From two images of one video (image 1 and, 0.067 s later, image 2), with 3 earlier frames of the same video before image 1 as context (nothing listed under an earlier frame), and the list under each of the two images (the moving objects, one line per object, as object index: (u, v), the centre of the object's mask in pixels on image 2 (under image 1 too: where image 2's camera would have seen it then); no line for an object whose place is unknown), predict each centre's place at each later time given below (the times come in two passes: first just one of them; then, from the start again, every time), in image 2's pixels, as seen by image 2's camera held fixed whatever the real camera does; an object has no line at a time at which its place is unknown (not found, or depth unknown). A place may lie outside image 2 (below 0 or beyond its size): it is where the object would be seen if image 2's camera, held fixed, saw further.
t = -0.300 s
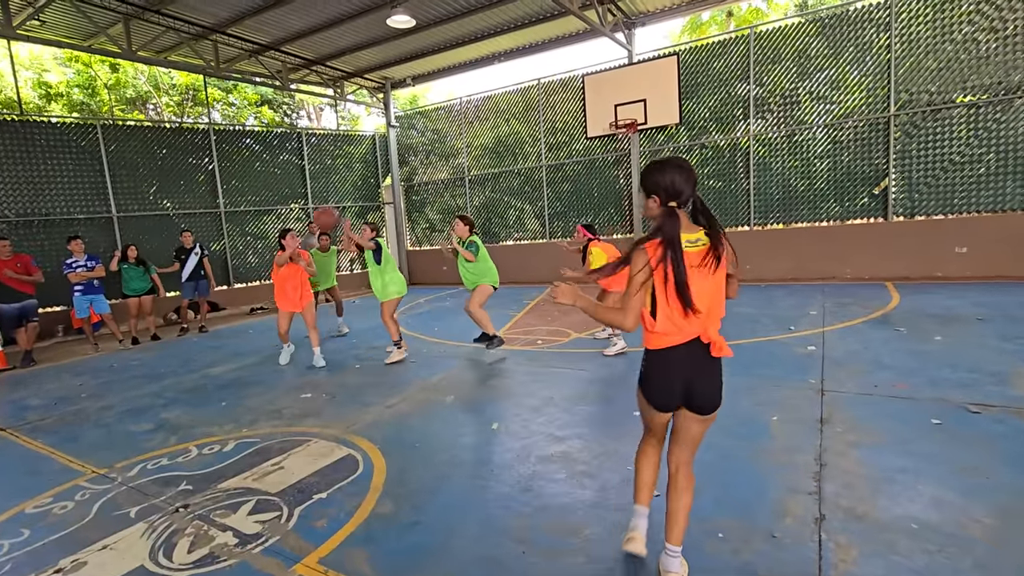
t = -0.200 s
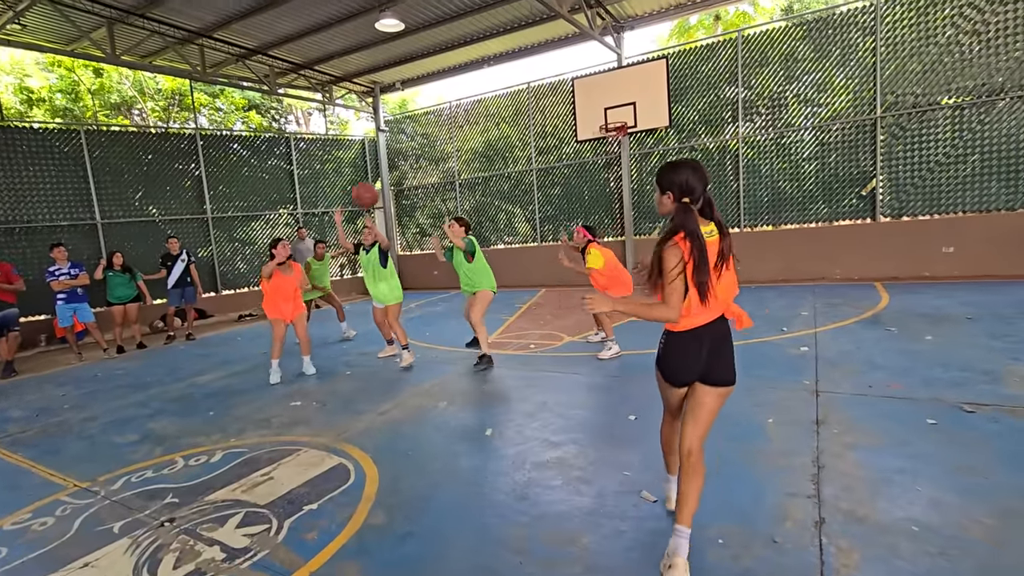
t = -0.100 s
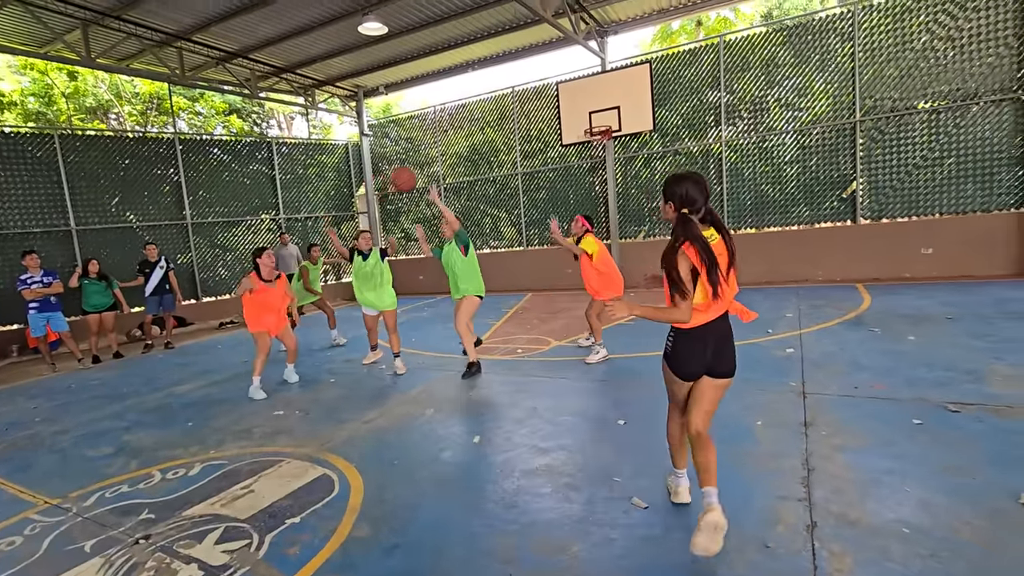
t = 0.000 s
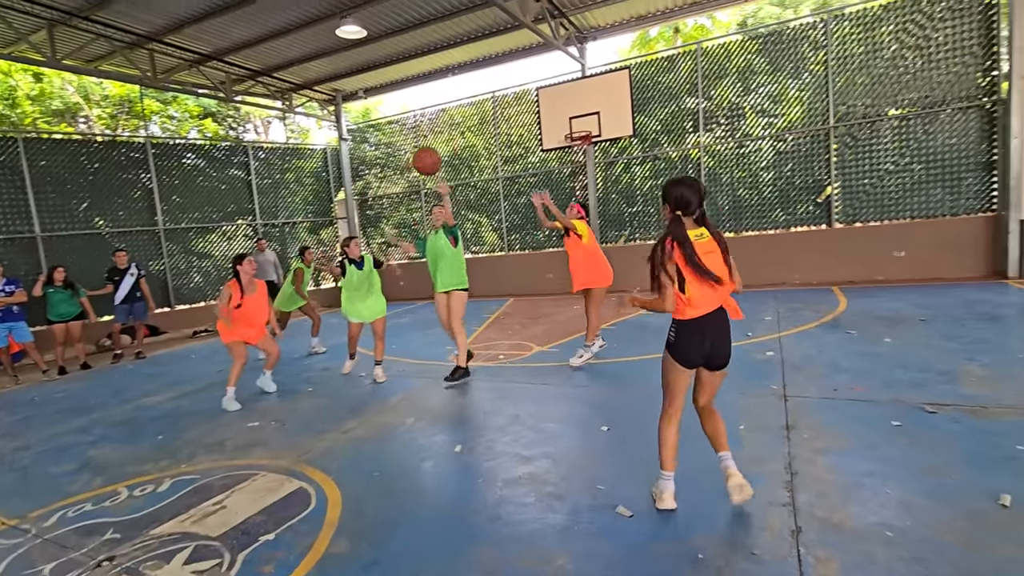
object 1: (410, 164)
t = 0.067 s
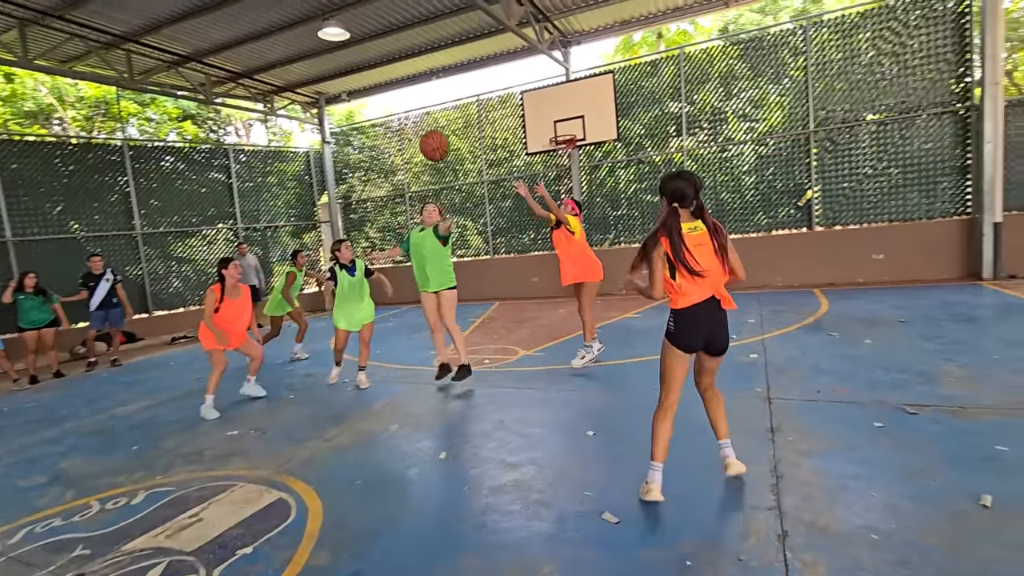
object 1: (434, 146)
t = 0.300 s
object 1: (545, 117)
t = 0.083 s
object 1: (441, 142)
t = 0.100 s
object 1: (447, 137)
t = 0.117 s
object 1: (454, 134)
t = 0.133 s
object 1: (461, 131)
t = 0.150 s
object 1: (468, 128)
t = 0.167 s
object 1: (475, 125)
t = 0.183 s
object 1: (483, 123)
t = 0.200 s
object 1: (491, 121)
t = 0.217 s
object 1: (500, 119)
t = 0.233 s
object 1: (508, 118)
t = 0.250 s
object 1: (517, 117)
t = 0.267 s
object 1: (526, 116)
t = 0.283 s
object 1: (535, 116)
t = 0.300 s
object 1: (545, 117)
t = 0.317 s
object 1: (555, 118)
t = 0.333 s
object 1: (565, 120)
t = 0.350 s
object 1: (576, 122)
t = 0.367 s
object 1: (587, 125)
